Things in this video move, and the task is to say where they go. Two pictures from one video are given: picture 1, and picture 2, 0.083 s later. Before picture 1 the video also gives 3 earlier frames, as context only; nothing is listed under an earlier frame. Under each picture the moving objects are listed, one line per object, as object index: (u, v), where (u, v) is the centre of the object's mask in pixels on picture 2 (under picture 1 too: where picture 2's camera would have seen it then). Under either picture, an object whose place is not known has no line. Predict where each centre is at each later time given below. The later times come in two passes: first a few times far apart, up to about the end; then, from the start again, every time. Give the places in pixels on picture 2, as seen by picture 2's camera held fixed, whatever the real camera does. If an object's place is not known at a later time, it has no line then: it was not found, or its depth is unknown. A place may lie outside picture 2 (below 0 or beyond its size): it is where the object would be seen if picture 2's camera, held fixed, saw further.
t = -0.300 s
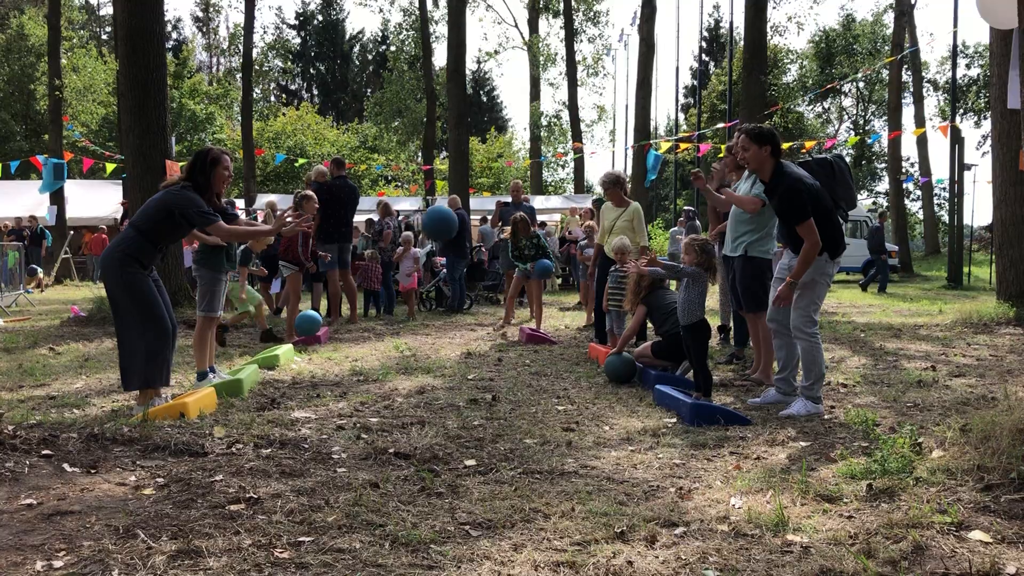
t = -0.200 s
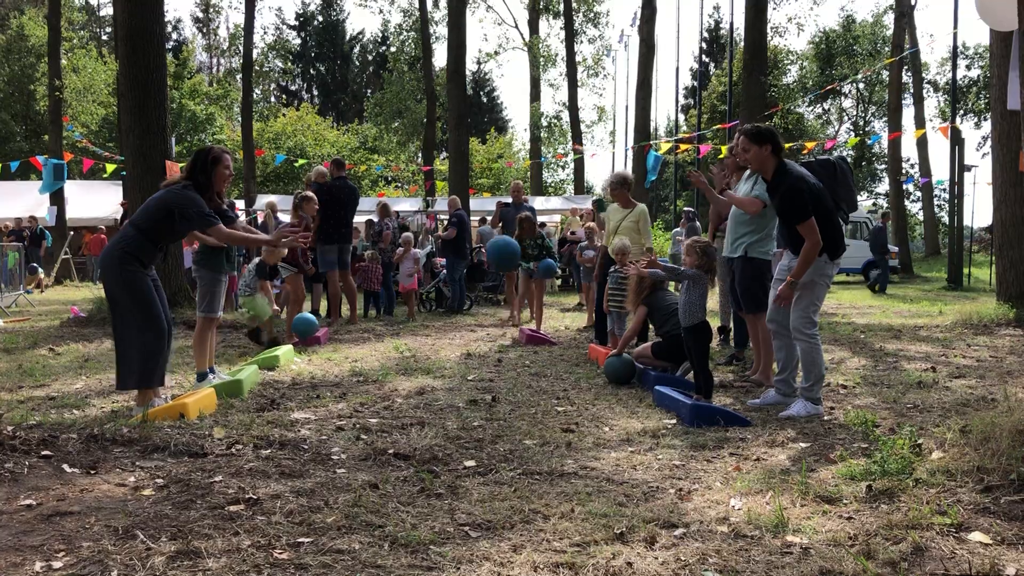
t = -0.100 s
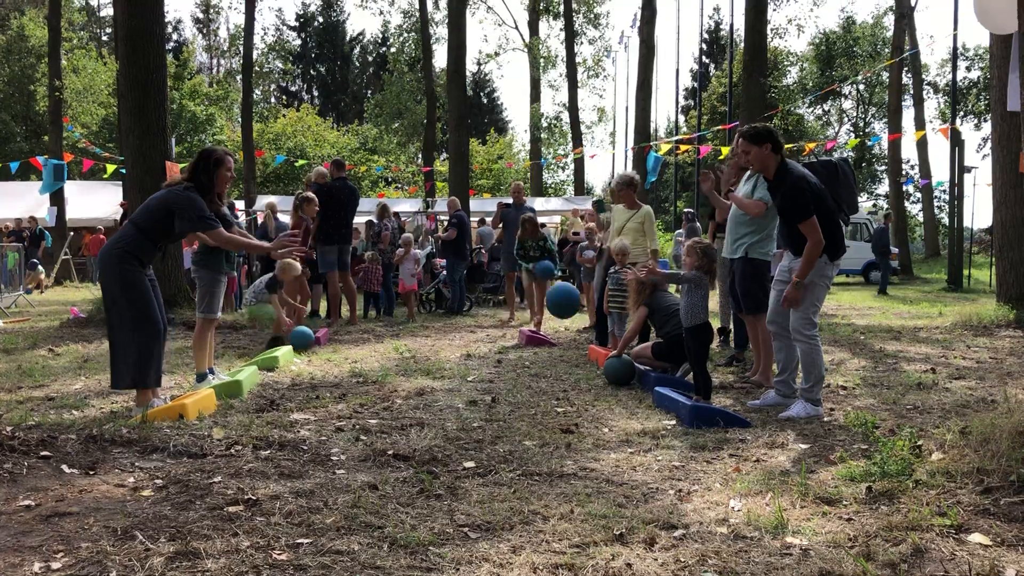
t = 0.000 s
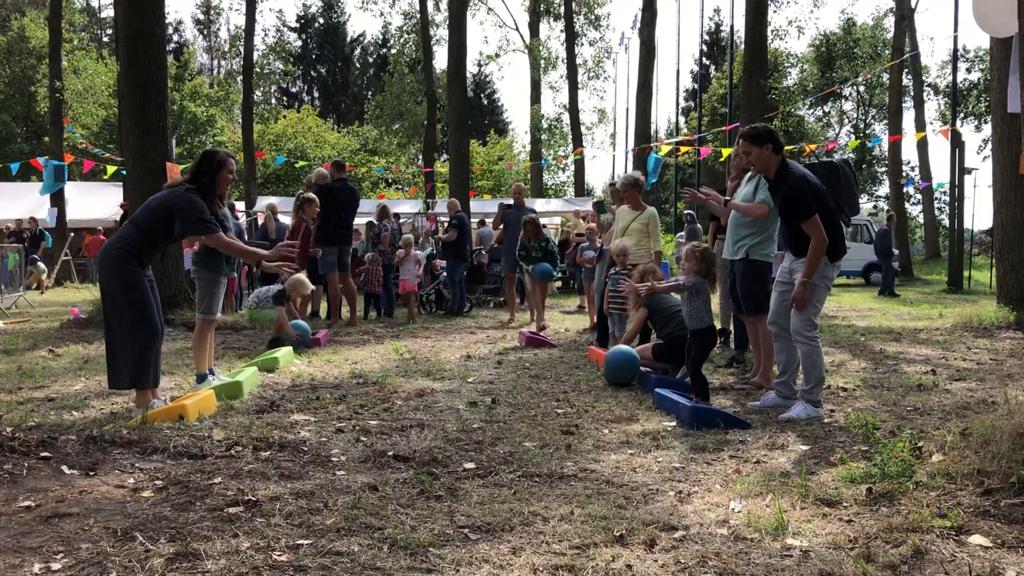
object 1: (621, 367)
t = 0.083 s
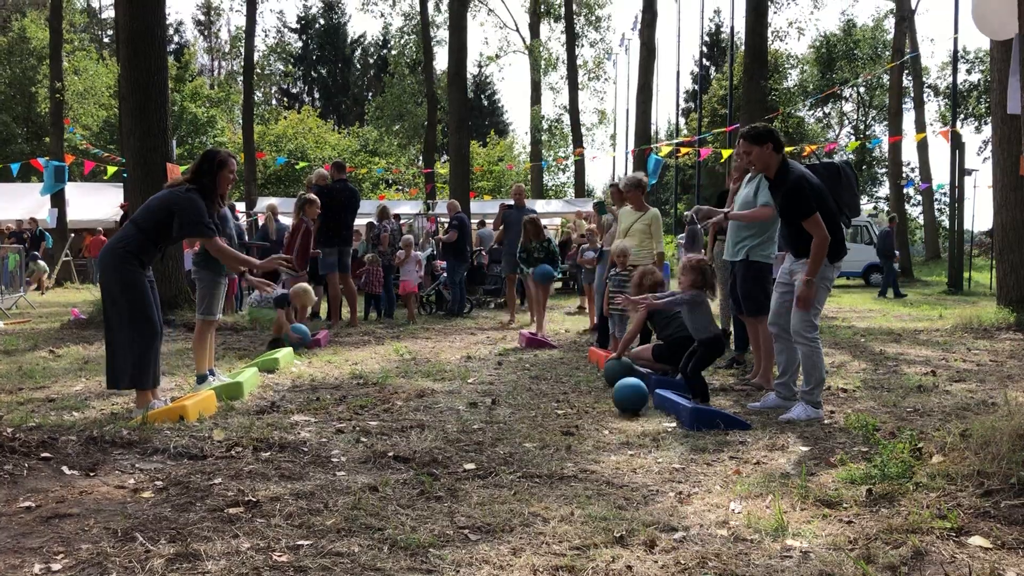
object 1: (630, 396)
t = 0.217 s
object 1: (558, 396)
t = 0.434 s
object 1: (459, 394)
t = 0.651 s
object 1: (364, 391)
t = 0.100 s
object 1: (622, 394)
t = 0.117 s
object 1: (613, 393)
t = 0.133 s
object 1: (604, 392)
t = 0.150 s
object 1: (595, 392)
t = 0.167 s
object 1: (586, 392)
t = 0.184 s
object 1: (577, 393)
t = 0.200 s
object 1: (567, 394)
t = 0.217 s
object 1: (558, 396)
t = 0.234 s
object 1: (549, 399)
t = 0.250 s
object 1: (541, 401)
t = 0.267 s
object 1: (533, 400)
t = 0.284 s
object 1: (526, 398)
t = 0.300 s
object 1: (519, 396)
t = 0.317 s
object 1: (512, 394)
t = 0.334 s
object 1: (504, 393)
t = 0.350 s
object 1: (497, 392)
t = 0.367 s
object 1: (490, 391)
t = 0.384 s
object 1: (483, 391)
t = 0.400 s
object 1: (475, 392)
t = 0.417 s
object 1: (467, 392)
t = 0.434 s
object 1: (459, 394)
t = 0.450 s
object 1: (452, 396)
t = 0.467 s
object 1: (444, 401)
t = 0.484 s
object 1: (435, 403)
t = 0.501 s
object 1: (429, 403)
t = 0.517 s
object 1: (422, 401)
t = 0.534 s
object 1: (414, 397)
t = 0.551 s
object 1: (408, 395)
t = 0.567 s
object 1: (401, 394)
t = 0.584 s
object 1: (395, 392)
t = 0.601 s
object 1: (387, 392)
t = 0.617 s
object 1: (380, 391)
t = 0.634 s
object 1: (373, 391)
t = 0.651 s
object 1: (364, 391)
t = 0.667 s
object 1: (358, 392)
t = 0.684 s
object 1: (350, 393)
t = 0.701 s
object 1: (342, 396)
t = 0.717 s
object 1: (334, 398)
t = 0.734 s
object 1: (327, 402)
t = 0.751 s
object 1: (319, 406)
